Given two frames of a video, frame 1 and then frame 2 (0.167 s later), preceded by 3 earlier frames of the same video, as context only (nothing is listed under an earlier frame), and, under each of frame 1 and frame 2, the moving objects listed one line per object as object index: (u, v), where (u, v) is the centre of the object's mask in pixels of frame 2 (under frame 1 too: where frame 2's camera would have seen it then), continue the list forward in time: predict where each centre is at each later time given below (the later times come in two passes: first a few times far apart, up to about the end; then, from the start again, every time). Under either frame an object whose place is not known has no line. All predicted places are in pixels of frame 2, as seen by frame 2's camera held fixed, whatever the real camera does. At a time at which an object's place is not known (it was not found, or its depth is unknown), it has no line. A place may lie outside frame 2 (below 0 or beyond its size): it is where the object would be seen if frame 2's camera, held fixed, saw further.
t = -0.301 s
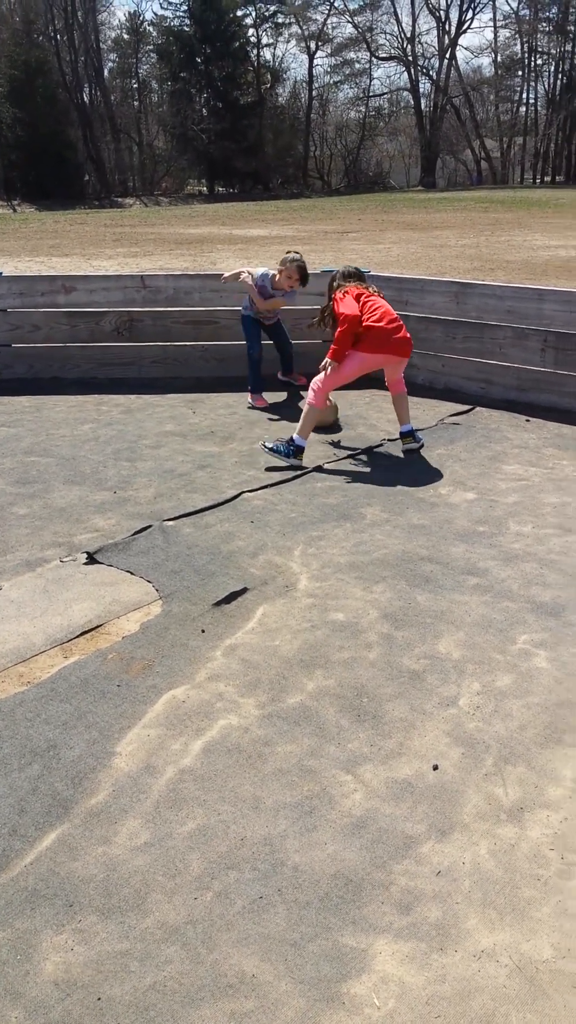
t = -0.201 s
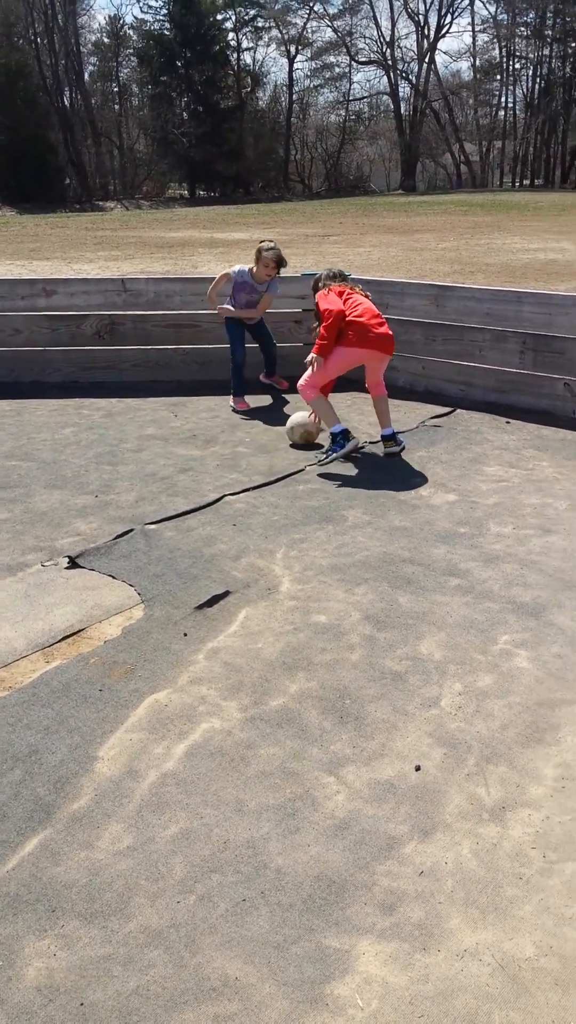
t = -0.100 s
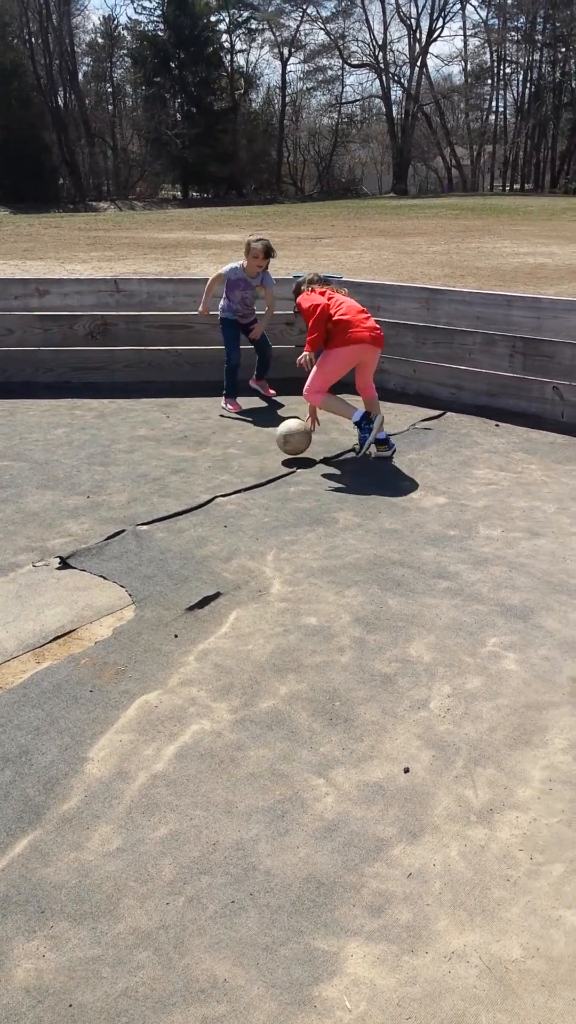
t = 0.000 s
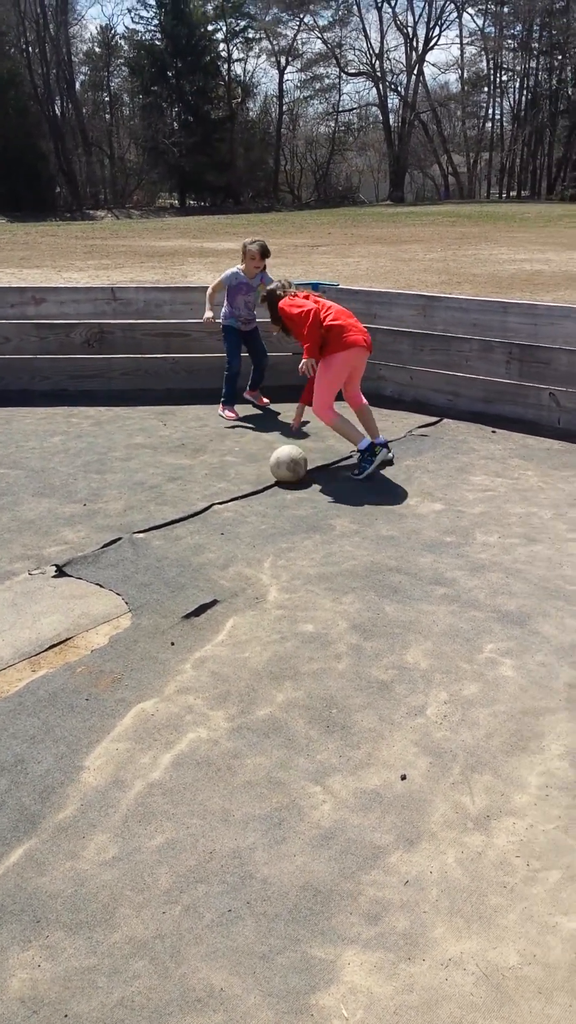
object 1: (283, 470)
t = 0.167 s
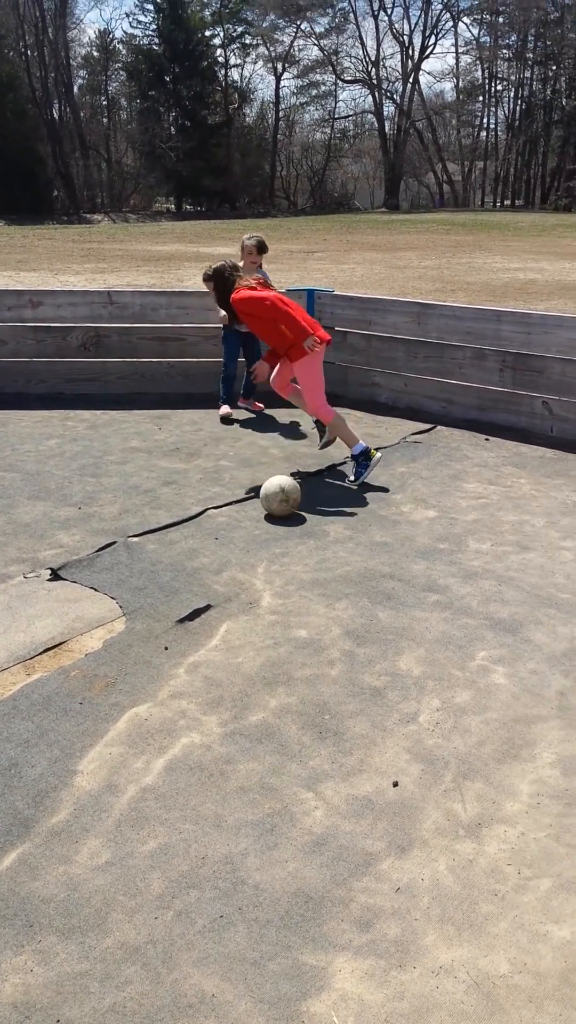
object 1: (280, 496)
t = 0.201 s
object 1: (280, 499)
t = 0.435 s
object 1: (278, 557)
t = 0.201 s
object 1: (280, 499)
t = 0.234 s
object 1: (280, 505)
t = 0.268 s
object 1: (279, 513)
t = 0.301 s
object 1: (279, 523)
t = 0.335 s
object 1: (278, 533)
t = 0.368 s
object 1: (278, 542)
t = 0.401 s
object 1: (278, 550)
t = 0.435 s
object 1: (278, 557)
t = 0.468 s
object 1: (278, 566)
